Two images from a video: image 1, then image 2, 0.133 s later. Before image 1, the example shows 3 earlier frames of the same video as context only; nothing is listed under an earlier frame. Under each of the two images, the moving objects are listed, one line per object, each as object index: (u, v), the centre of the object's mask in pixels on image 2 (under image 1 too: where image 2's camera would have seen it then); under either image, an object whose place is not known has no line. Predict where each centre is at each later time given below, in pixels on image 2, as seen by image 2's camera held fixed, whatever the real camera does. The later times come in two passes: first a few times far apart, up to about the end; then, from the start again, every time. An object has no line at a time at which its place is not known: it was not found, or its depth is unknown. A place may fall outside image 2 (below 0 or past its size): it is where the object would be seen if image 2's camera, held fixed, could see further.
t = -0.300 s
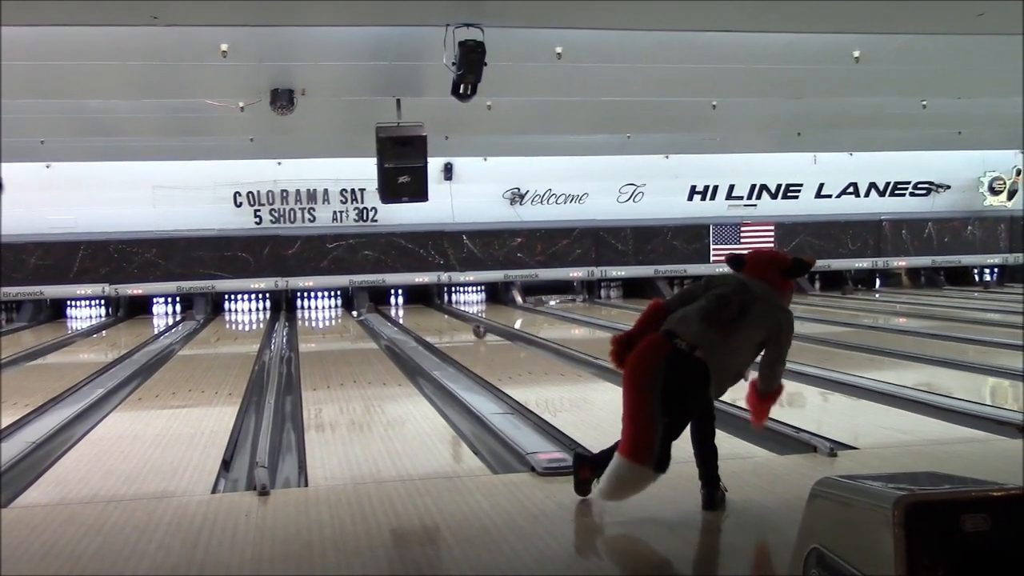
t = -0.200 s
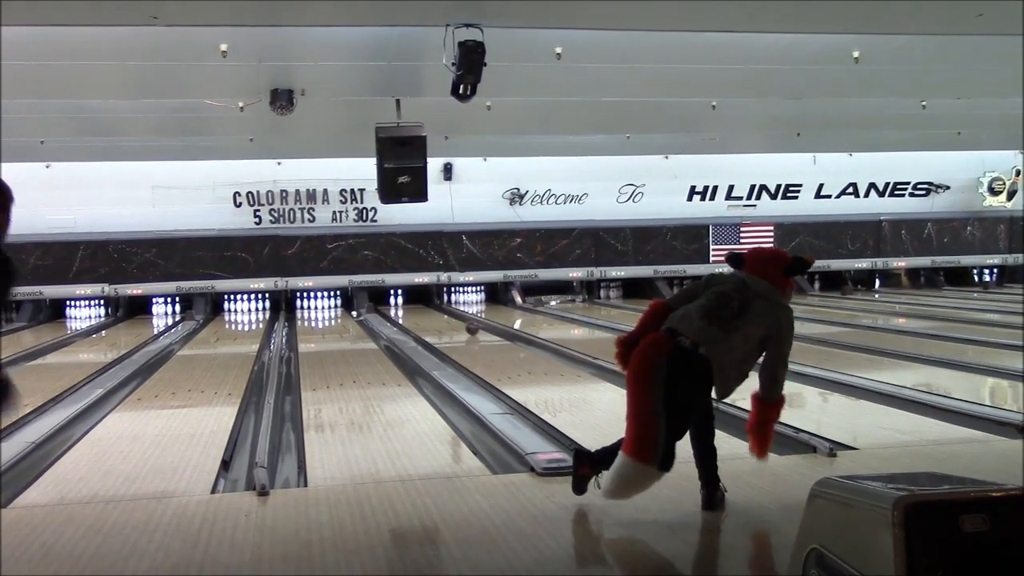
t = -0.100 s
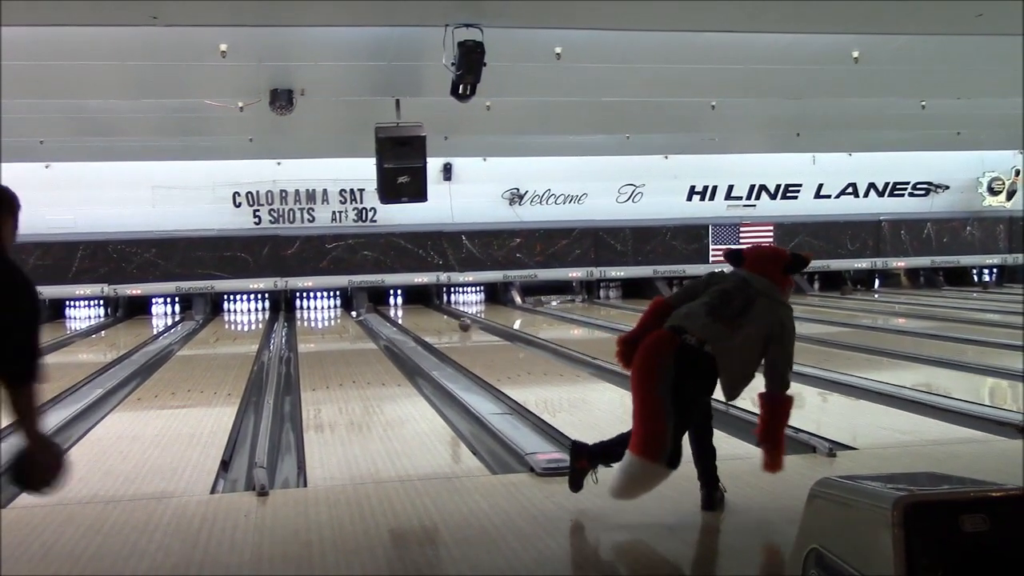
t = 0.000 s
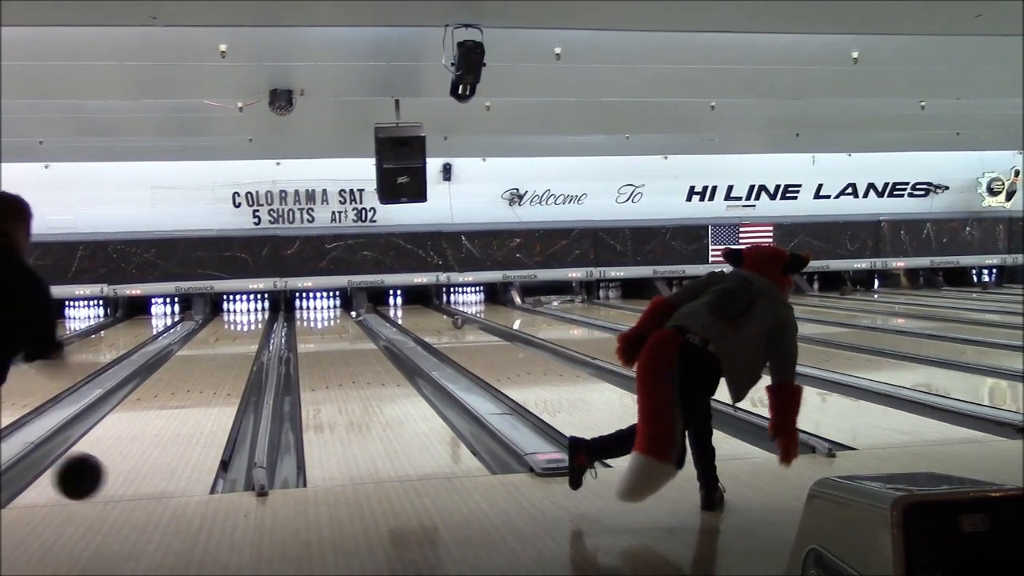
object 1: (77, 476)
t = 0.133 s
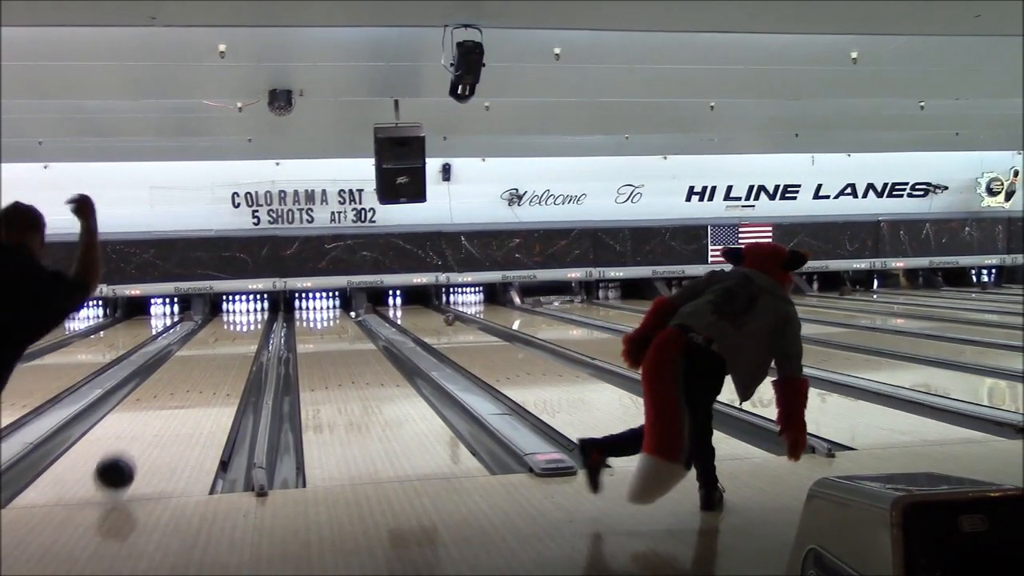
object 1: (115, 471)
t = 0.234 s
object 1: (133, 444)
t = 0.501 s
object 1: (164, 405)
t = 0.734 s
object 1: (180, 379)
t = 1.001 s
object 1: (193, 358)
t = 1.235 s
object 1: (201, 345)
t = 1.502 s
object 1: (207, 334)
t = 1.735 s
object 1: (209, 327)
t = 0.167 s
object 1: (121, 460)
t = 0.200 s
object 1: (127, 450)
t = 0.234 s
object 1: (133, 444)
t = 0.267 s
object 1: (138, 439)
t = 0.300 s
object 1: (142, 437)
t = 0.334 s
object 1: (147, 429)
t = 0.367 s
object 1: (151, 423)
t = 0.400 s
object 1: (154, 418)
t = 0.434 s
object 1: (158, 414)
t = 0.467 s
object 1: (161, 409)
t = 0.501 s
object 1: (164, 405)
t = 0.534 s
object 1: (167, 400)
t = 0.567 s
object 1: (169, 396)
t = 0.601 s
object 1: (172, 392)
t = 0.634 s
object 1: (174, 389)
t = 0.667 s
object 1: (176, 385)
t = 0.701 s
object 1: (178, 382)
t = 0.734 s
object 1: (180, 379)
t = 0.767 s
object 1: (182, 376)
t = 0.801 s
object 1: (184, 373)
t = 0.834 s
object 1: (186, 370)
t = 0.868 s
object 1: (188, 368)
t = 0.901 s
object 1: (189, 365)
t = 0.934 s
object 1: (190, 363)
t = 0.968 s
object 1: (192, 361)
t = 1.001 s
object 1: (193, 358)
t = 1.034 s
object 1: (195, 356)
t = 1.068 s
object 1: (196, 354)
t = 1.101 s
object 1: (197, 352)
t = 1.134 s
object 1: (198, 350)
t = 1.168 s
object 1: (199, 349)
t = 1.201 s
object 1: (200, 347)
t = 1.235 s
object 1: (201, 345)
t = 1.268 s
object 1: (202, 343)
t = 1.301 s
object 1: (203, 342)
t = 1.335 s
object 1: (204, 340)
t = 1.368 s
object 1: (205, 339)
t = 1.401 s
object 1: (205, 338)
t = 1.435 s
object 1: (206, 337)
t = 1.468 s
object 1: (207, 335)
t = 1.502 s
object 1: (207, 334)
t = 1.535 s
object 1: (208, 333)
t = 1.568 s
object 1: (208, 333)
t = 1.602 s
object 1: (208, 331)
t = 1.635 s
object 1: (209, 330)
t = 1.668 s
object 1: (209, 329)
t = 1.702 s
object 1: (209, 328)
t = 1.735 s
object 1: (209, 327)
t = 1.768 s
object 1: (208, 326)
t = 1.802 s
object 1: (207, 325)
